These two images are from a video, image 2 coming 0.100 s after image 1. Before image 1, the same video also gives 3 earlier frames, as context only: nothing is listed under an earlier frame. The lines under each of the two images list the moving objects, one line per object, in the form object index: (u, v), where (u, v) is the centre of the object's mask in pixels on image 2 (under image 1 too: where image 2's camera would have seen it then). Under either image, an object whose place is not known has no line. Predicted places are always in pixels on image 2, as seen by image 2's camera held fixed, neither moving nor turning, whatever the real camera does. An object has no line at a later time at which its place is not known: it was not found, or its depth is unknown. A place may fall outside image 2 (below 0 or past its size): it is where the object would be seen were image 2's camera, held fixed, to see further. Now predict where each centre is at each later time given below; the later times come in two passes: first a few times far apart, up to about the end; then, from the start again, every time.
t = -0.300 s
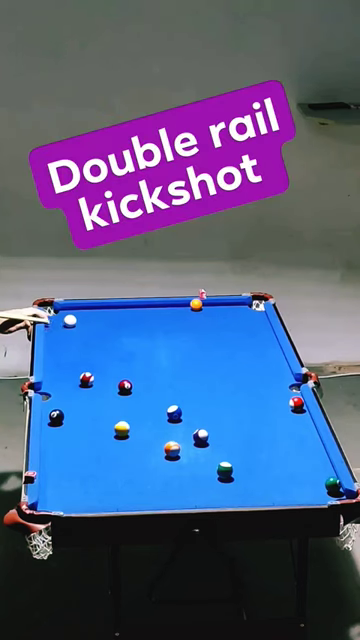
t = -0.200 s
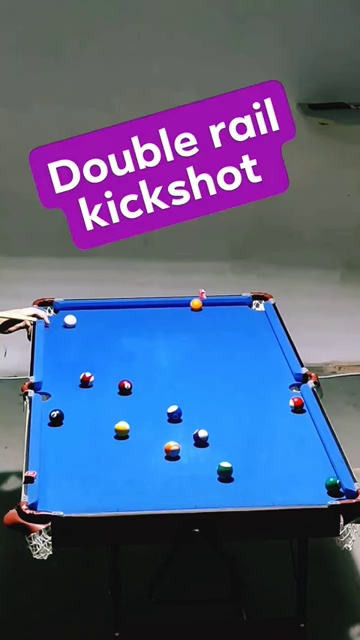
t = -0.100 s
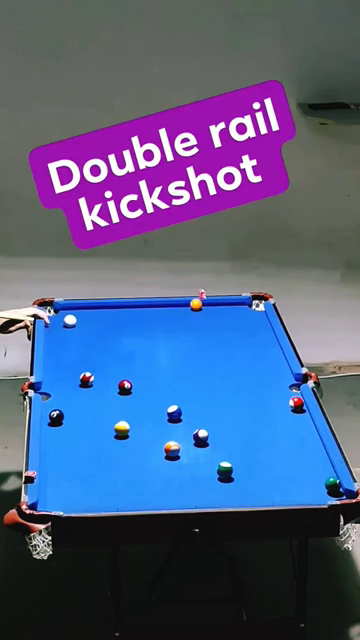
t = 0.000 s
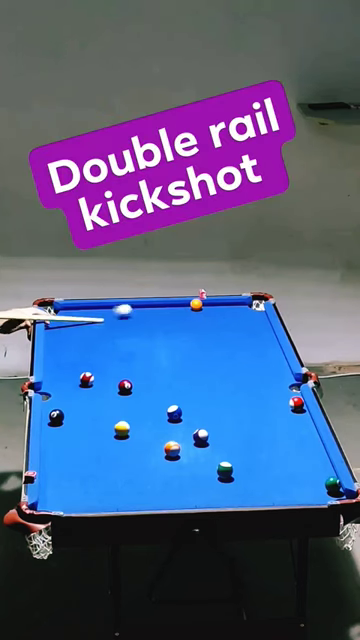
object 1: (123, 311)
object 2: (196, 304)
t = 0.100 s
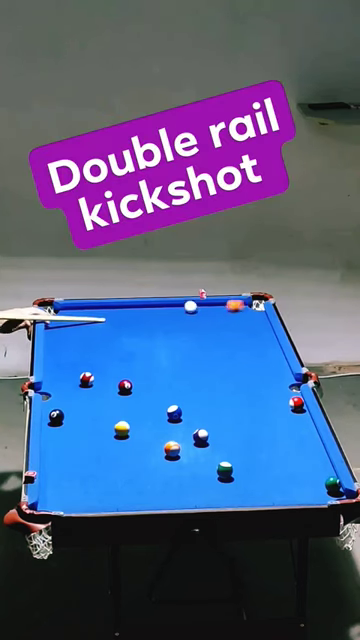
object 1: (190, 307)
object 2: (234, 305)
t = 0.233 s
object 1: (207, 318)
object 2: (202, 307)
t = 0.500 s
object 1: (237, 337)
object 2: (95, 311)
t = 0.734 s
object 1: (263, 354)
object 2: (73, 312)
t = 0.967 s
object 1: (283, 371)
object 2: (106, 311)
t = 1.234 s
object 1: (279, 389)
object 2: (140, 309)
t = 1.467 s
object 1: (277, 403)
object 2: (167, 307)
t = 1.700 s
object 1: (276, 418)
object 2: (191, 306)
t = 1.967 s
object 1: (277, 435)
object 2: (216, 303)
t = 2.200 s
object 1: (277, 449)
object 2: (234, 303)
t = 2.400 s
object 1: (278, 461)
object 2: (248, 303)
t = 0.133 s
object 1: (195, 311)
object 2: (256, 306)
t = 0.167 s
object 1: (199, 313)
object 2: (239, 306)
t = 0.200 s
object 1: (203, 315)
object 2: (221, 307)
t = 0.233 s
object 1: (207, 318)
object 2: (202, 307)
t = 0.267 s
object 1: (211, 320)
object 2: (188, 309)
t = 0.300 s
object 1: (215, 323)
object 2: (172, 309)
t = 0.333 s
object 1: (218, 325)
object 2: (158, 310)
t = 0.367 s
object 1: (222, 328)
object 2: (146, 310)
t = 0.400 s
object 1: (225, 330)
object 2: (132, 310)
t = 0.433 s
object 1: (229, 332)
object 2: (120, 311)
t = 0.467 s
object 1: (233, 335)
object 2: (108, 312)
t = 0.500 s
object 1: (237, 337)
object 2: (95, 311)
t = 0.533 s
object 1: (241, 340)
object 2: (83, 310)
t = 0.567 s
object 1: (244, 342)
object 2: (70, 314)
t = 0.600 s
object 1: (248, 344)
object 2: (57, 313)
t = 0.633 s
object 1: (252, 347)
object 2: (51, 313)
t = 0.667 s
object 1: (255, 349)
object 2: (60, 313)
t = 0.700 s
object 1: (259, 351)
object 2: (67, 313)
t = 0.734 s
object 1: (263, 354)
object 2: (73, 312)
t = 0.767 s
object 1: (267, 356)
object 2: (78, 312)
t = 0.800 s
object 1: (271, 359)
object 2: (83, 312)
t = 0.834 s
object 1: (275, 362)
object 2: (87, 312)
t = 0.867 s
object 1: (279, 364)
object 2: (92, 312)
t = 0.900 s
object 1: (283, 367)
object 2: (97, 312)
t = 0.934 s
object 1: (284, 369)
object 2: (102, 311)
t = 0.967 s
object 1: (283, 371)
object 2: (106, 311)
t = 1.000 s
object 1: (282, 373)
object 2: (111, 311)
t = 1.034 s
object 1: (282, 376)
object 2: (115, 311)
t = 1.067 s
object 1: (281, 378)
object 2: (119, 310)
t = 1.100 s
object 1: (281, 380)
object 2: (124, 310)
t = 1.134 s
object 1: (280, 382)
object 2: (127, 310)
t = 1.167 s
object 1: (280, 384)
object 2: (132, 310)
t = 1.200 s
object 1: (280, 386)
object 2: (136, 309)
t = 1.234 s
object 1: (279, 389)
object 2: (140, 309)
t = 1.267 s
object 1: (279, 391)
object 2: (144, 309)
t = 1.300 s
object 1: (279, 393)
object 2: (148, 308)
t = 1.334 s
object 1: (278, 395)
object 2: (152, 308)
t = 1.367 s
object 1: (278, 397)
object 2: (155, 308)
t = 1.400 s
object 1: (278, 399)
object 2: (159, 308)
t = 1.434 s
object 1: (278, 401)
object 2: (163, 308)
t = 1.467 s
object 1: (277, 403)
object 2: (167, 307)
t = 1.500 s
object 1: (277, 405)
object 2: (170, 307)
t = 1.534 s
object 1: (277, 408)
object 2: (174, 307)
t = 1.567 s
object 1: (277, 410)
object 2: (177, 306)
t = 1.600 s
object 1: (277, 412)
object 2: (181, 306)
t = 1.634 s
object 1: (277, 414)
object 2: (184, 306)
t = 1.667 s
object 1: (276, 416)
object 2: (187, 305)
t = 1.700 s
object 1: (276, 418)
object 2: (191, 306)
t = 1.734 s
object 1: (276, 420)
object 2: (194, 305)
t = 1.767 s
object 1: (276, 422)
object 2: (197, 305)
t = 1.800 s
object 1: (276, 424)
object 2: (200, 305)
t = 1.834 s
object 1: (276, 427)
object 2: (204, 304)
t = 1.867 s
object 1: (276, 429)
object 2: (207, 304)
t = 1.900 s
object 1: (276, 431)
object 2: (210, 304)
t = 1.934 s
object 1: (276, 433)
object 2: (213, 304)
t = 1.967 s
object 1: (277, 435)
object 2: (216, 303)
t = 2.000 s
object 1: (277, 437)
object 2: (218, 303)
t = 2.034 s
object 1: (277, 439)
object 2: (222, 303)
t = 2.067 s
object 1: (277, 441)
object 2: (224, 303)
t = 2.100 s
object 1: (277, 443)
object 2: (227, 302)
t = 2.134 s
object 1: (277, 445)
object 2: (229, 303)
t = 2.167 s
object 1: (277, 447)
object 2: (232, 303)
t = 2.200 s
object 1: (277, 449)
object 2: (234, 303)
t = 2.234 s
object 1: (277, 451)
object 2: (236, 303)
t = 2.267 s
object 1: (278, 453)
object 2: (239, 303)
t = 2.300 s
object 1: (278, 455)
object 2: (241, 303)
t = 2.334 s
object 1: (278, 458)
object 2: (244, 303)
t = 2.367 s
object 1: (278, 459)
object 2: (246, 303)
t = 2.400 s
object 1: (278, 461)
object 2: (248, 303)
